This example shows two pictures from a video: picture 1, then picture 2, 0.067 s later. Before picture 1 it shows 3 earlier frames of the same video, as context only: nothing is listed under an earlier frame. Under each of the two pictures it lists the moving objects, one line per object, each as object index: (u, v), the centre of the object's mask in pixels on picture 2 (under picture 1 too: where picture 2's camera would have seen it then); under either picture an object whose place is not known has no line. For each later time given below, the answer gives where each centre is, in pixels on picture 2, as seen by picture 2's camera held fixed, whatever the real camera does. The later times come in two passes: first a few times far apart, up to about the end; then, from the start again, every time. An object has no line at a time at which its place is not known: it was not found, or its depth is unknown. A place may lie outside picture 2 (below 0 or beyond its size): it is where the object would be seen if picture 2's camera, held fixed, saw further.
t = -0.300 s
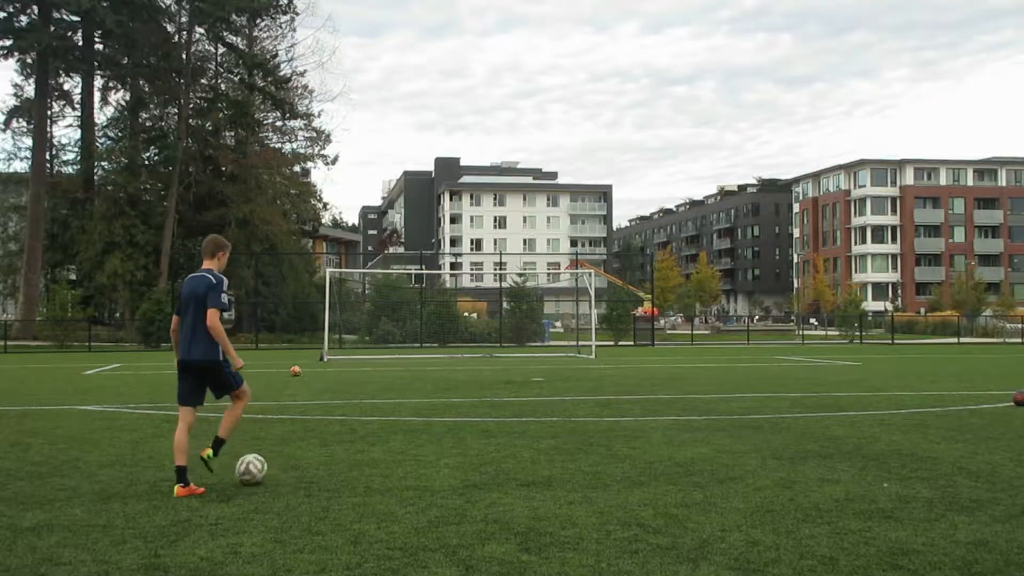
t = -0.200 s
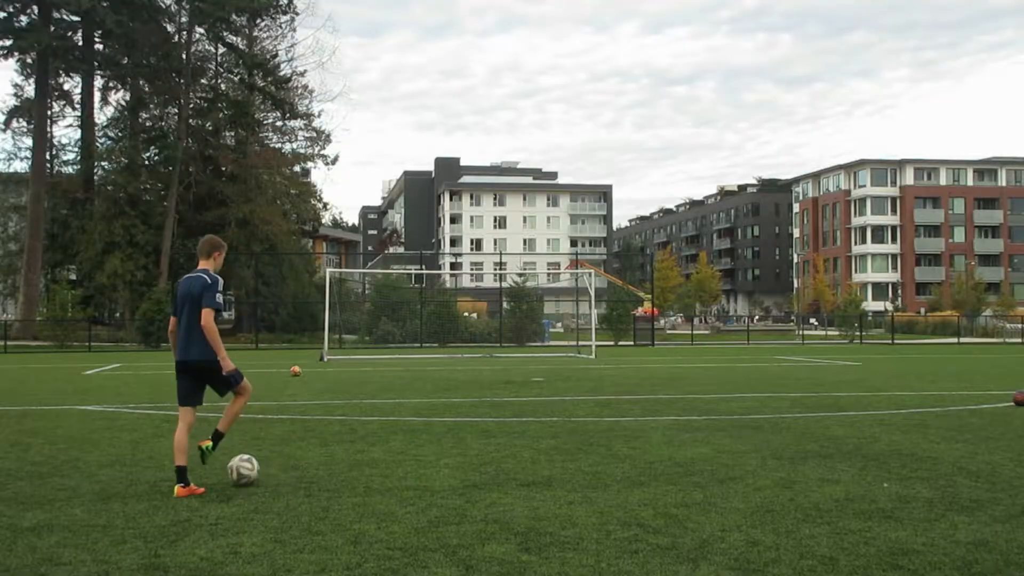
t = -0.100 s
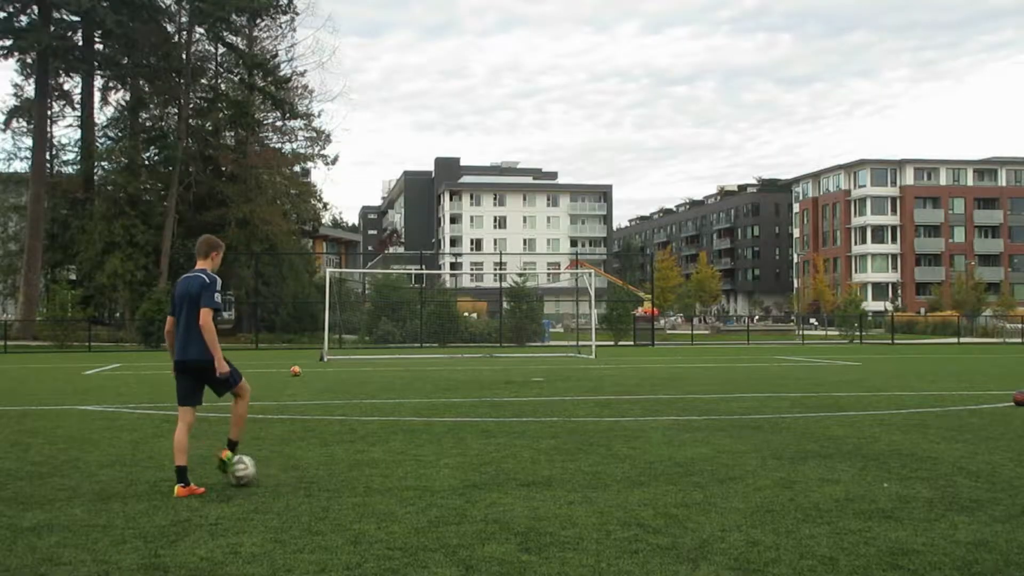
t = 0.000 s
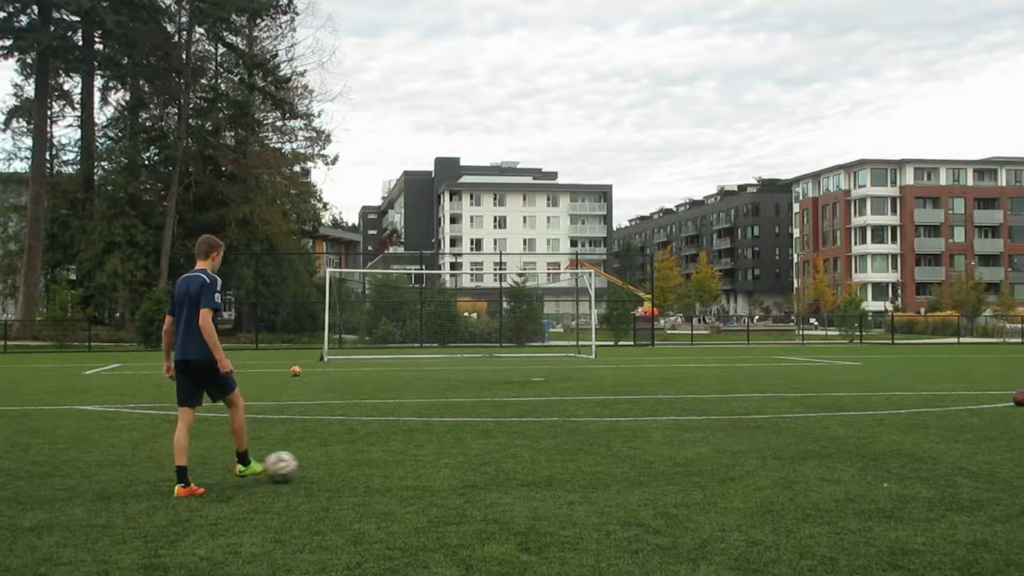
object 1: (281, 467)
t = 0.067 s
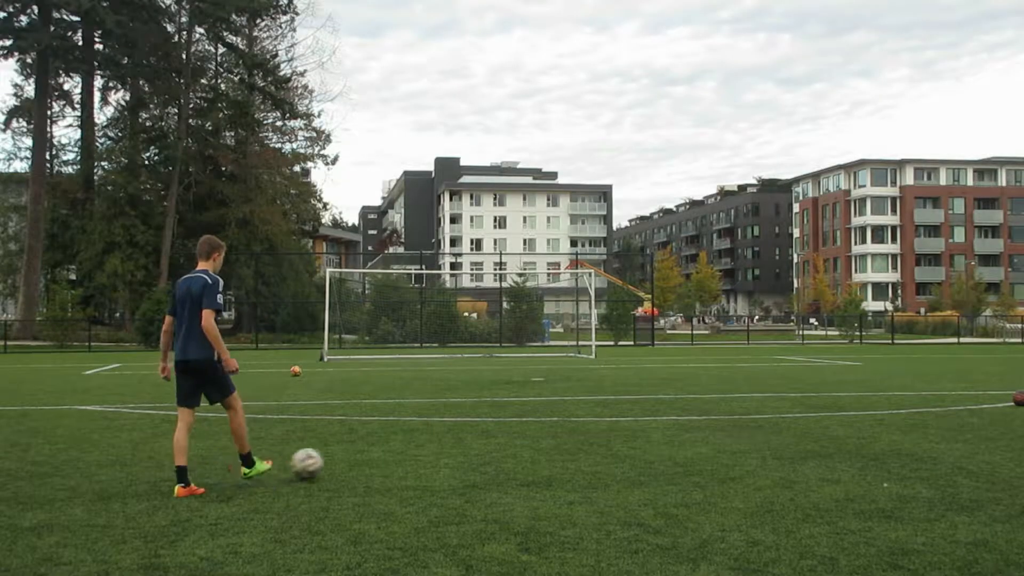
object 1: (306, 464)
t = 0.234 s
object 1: (356, 462)
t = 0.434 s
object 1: (399, 460)
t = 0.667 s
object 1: (442, 456)
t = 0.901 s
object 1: (479, 453)
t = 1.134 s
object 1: (511, 451)
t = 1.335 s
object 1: (536, 448)
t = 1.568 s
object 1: (562, 447)
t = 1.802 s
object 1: (584, 444)
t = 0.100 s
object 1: (318, 463)
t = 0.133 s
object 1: (329, 463)
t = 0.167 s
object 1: (339, 462)
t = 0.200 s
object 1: (348, 463)
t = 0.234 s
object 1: (356, 462)
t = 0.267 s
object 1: (365, 461)
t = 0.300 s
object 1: (372, 462)
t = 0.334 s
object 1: (379, 460)
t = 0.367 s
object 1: (385, 460)
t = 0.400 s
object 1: (392, 460)
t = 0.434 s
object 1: (399, 460)
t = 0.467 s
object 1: (405, 459)
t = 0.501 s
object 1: (412, 458)
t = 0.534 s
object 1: (418, 458)
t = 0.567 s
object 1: (424, 458)
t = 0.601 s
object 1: (430, 457)
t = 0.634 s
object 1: (435, 457)
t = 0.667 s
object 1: (442, 456)
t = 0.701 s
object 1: (447, 456)
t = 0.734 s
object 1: (453, 455)
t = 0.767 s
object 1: (458, 455)
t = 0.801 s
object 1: (463, 454)
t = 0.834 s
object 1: (469, 454)
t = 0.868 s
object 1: (474, 453)
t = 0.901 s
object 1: (479, 453)
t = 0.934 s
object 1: (484, 453)
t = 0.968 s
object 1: (489, 452)
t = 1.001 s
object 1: (493, 452)
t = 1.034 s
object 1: (498, 452)
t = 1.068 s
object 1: (502, 451)
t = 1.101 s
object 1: (507, 451)
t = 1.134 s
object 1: (511, 451)
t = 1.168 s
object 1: (516, 450)
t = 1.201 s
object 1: (520, 450)
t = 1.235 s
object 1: (524, 450)
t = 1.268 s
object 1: (528, 450)
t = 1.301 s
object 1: (532, 449)
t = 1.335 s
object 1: (536, 448)
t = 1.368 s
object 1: (540, 448)
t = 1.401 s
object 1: (544, 448)
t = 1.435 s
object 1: (548, 447)
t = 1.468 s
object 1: (552, 447)
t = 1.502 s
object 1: (555, 447)
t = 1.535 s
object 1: (558, 446)
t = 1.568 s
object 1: (562, 447)
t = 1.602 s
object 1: (566, 446)
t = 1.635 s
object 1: (569, 446)
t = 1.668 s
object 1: (572, 445)
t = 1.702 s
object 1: (575, 445)
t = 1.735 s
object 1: (578, 445)
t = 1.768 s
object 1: (581, 445)
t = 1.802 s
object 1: (584, 444)
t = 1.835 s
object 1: (587, 444)
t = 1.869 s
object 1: (590, 444)
